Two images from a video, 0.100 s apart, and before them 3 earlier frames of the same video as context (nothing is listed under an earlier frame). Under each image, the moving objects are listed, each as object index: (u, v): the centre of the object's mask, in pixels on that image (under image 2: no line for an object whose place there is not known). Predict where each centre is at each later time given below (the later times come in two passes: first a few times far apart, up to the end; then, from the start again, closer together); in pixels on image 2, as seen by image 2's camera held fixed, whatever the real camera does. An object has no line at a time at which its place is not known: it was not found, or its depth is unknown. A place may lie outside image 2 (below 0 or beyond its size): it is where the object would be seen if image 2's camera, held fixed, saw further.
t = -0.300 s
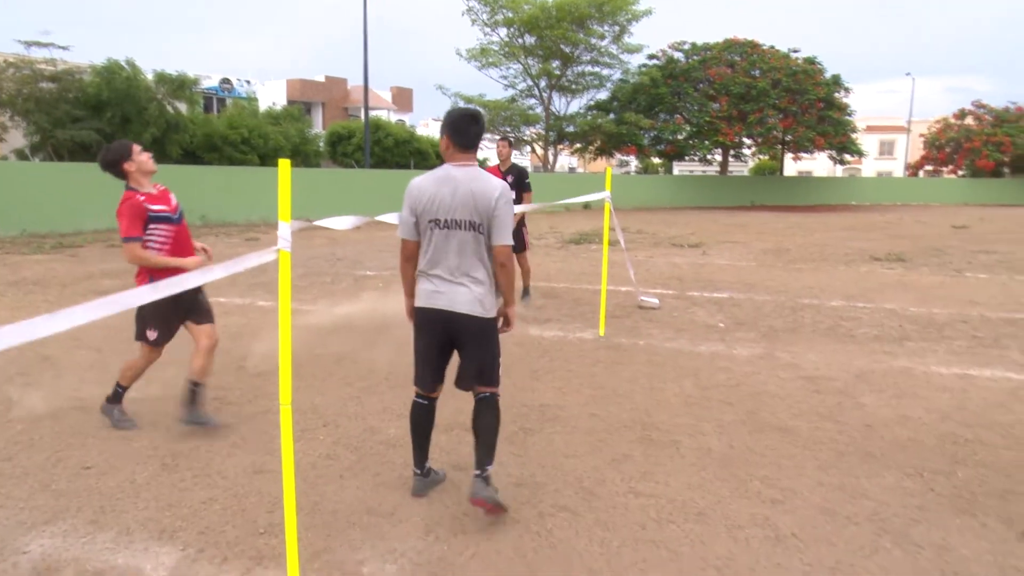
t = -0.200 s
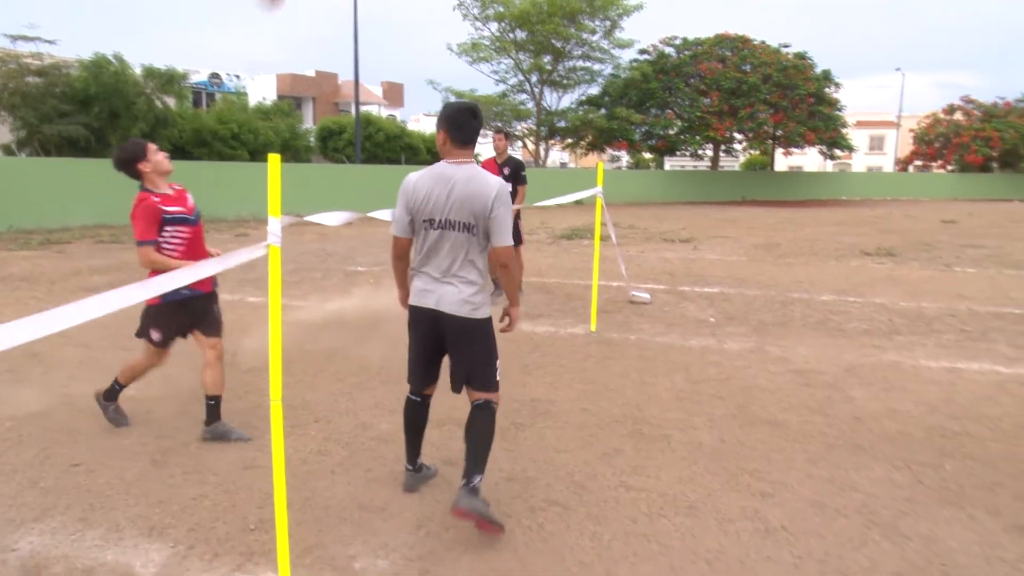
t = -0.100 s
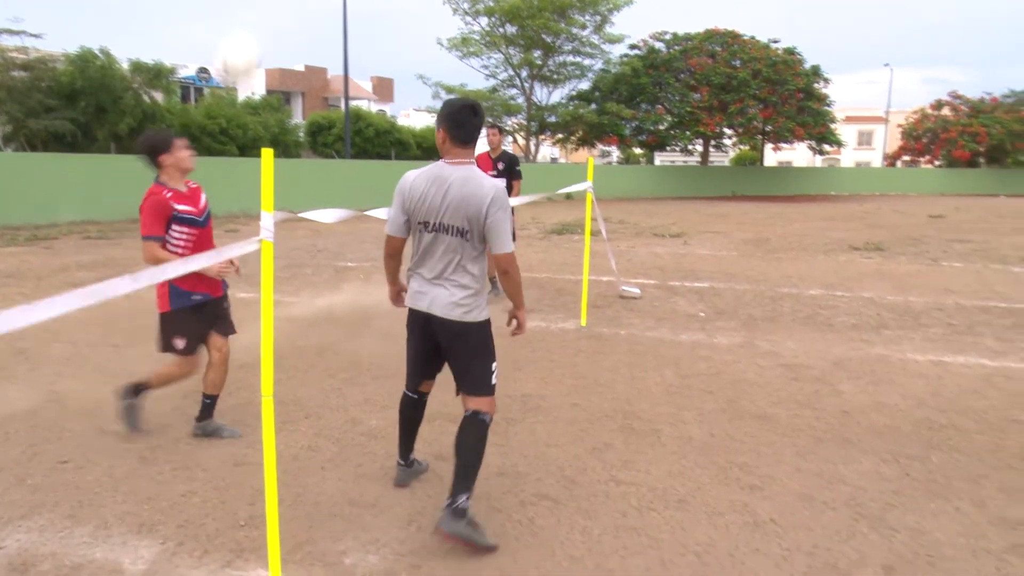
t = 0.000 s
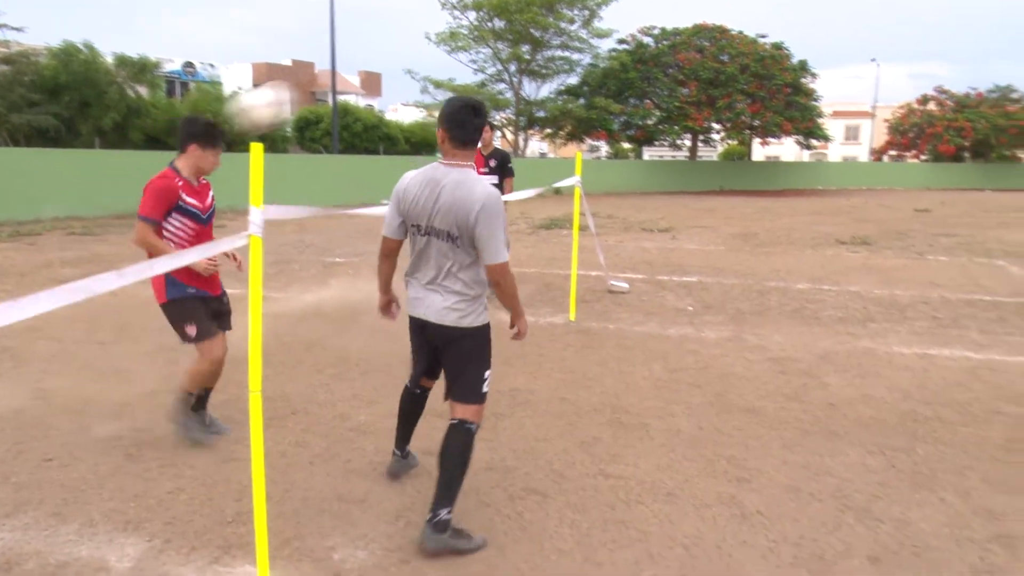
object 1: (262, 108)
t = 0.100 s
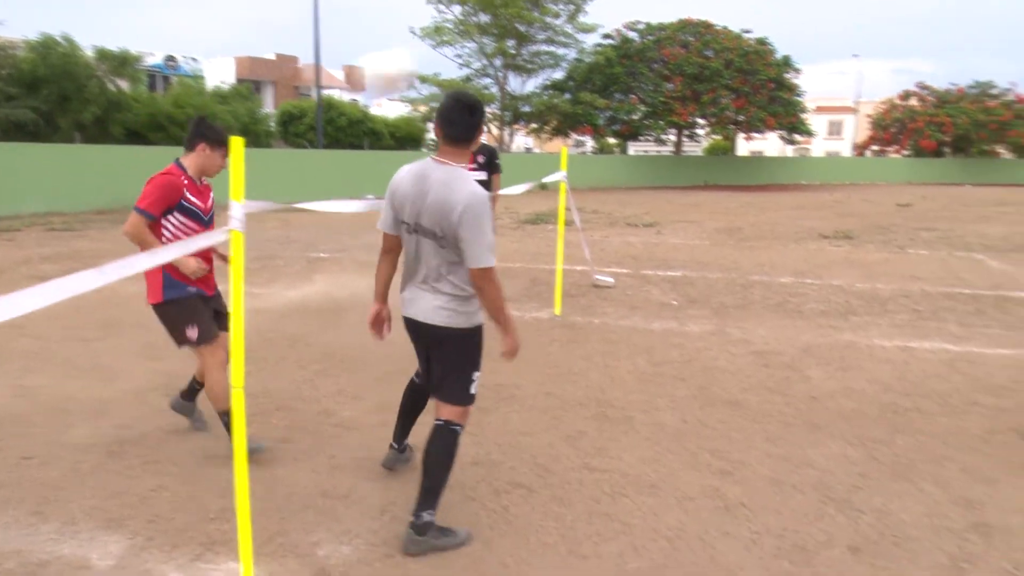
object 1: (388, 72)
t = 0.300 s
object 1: (655, 69)
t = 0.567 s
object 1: (970, 172)
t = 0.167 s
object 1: (483, 60)
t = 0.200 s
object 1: (525, 60)
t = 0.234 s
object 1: (571, 61)
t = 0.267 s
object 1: (612, 64)
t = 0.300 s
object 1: (655, 69)
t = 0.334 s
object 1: (696, 74)
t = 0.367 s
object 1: (738, 84)
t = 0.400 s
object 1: (776, 93)
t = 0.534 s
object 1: (934, 154)
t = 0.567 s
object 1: (970, 172)
